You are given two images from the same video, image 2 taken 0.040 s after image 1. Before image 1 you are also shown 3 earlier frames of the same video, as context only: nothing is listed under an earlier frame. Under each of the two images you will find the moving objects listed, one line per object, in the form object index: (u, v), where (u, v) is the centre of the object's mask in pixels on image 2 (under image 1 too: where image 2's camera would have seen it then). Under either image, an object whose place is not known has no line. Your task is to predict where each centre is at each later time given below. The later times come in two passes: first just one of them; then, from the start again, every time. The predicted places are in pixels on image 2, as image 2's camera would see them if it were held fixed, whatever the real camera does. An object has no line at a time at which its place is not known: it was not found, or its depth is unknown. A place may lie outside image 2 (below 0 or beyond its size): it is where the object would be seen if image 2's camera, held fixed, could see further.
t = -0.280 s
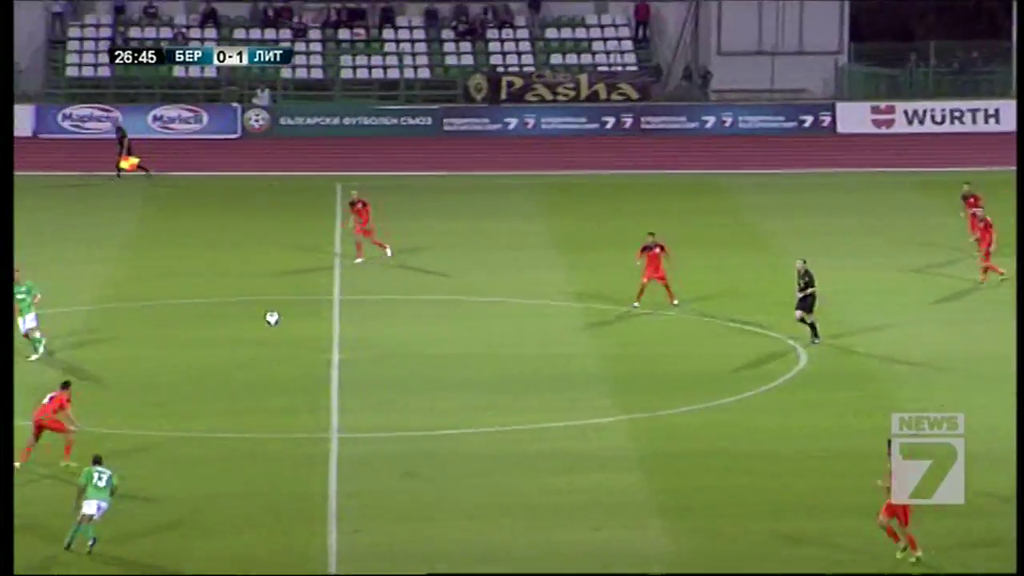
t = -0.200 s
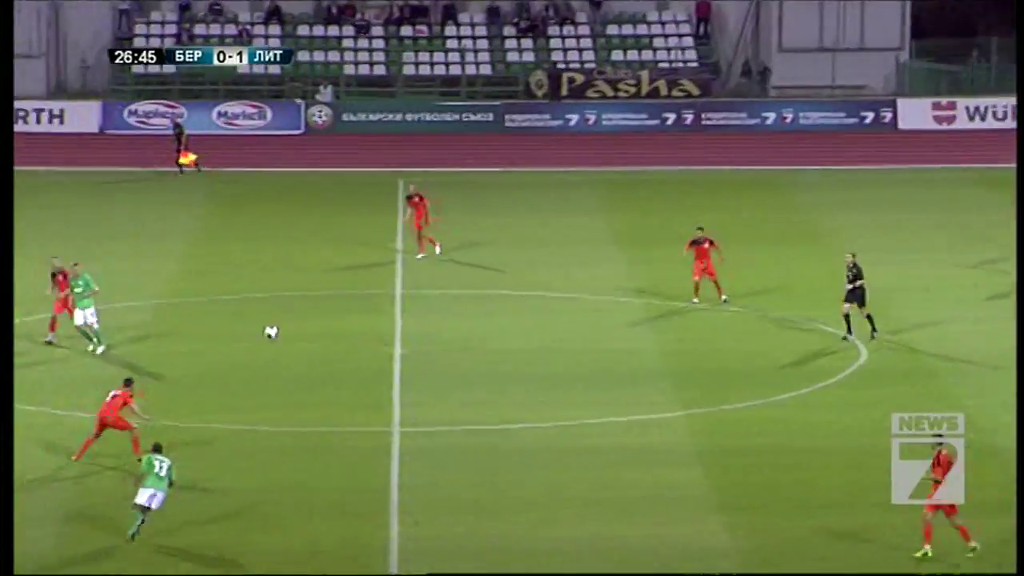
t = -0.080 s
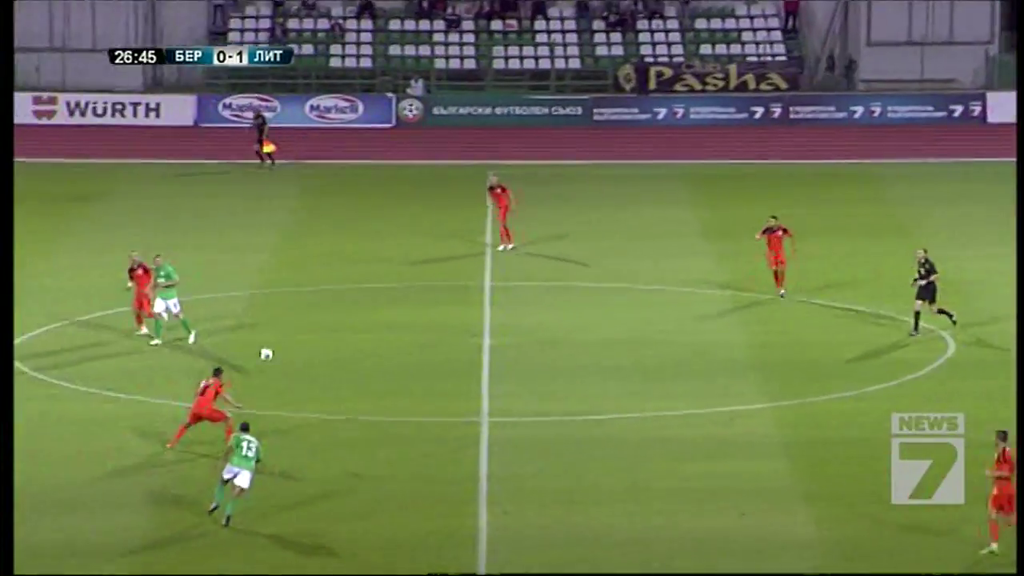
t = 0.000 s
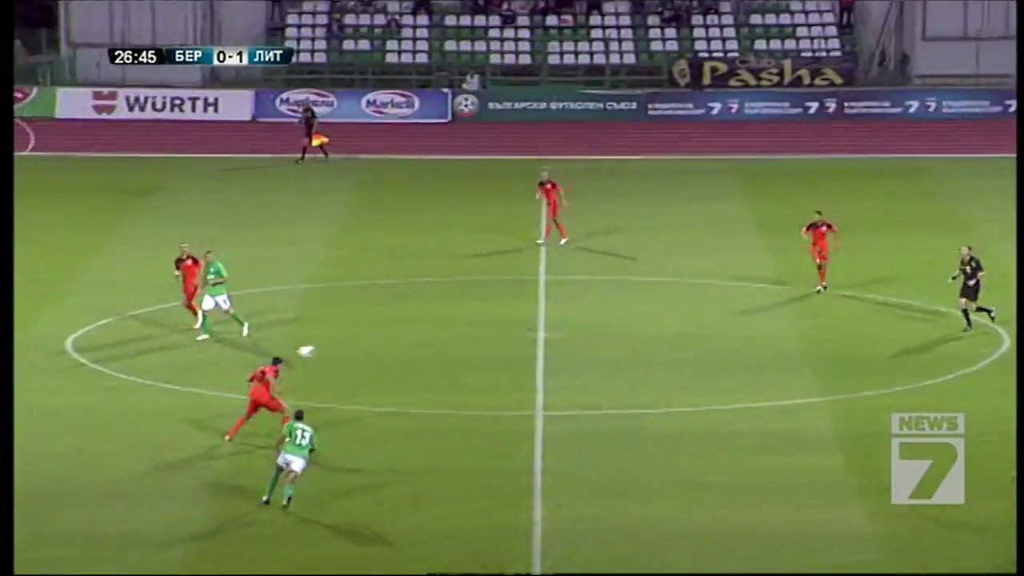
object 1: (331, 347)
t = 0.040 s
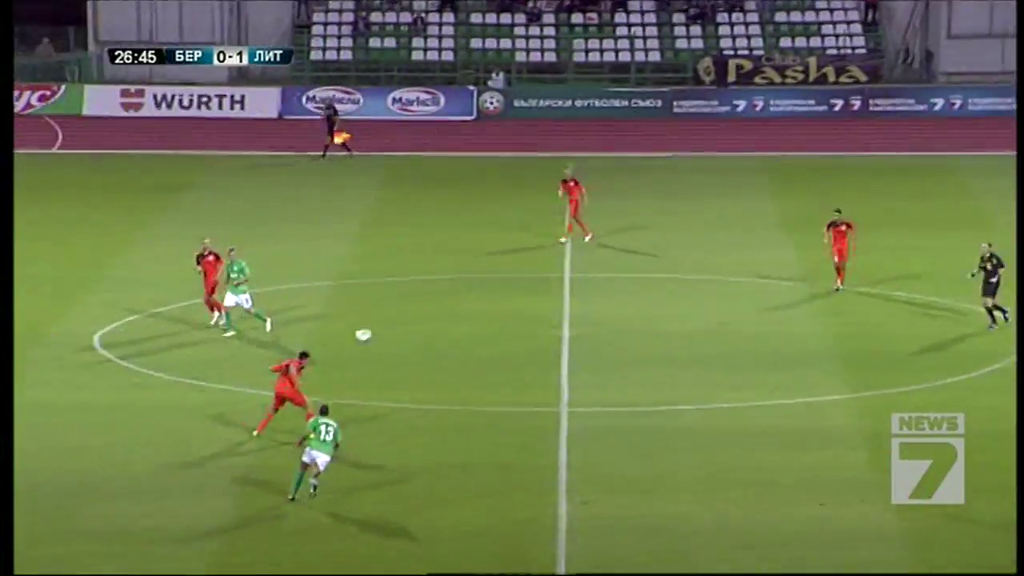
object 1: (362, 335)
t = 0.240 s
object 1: (515, 288)
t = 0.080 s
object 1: (393, 323)
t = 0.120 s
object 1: (425, 313)
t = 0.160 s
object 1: (455, 303)
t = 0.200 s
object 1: (484, 295)
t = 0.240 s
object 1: (515, 288)
